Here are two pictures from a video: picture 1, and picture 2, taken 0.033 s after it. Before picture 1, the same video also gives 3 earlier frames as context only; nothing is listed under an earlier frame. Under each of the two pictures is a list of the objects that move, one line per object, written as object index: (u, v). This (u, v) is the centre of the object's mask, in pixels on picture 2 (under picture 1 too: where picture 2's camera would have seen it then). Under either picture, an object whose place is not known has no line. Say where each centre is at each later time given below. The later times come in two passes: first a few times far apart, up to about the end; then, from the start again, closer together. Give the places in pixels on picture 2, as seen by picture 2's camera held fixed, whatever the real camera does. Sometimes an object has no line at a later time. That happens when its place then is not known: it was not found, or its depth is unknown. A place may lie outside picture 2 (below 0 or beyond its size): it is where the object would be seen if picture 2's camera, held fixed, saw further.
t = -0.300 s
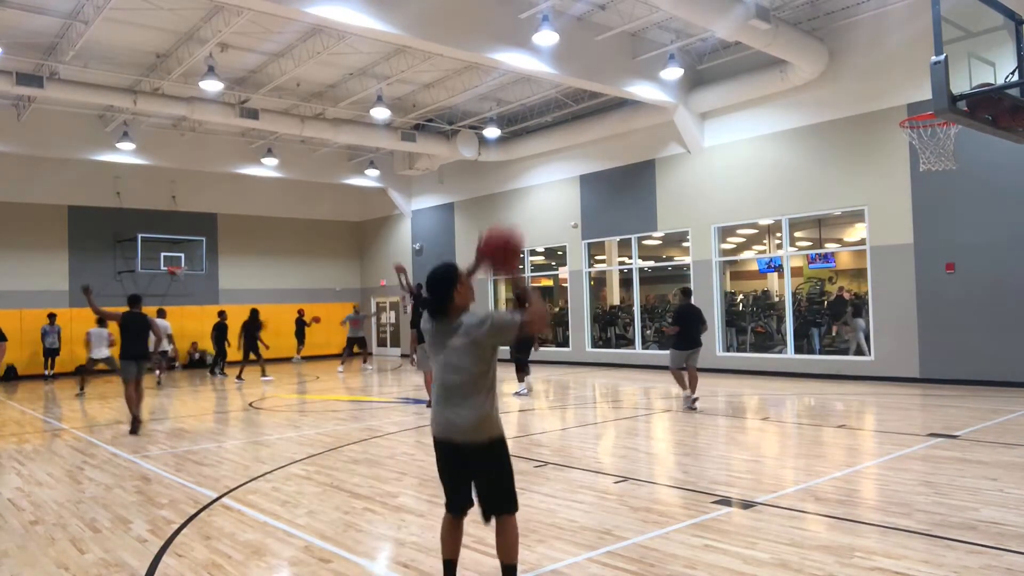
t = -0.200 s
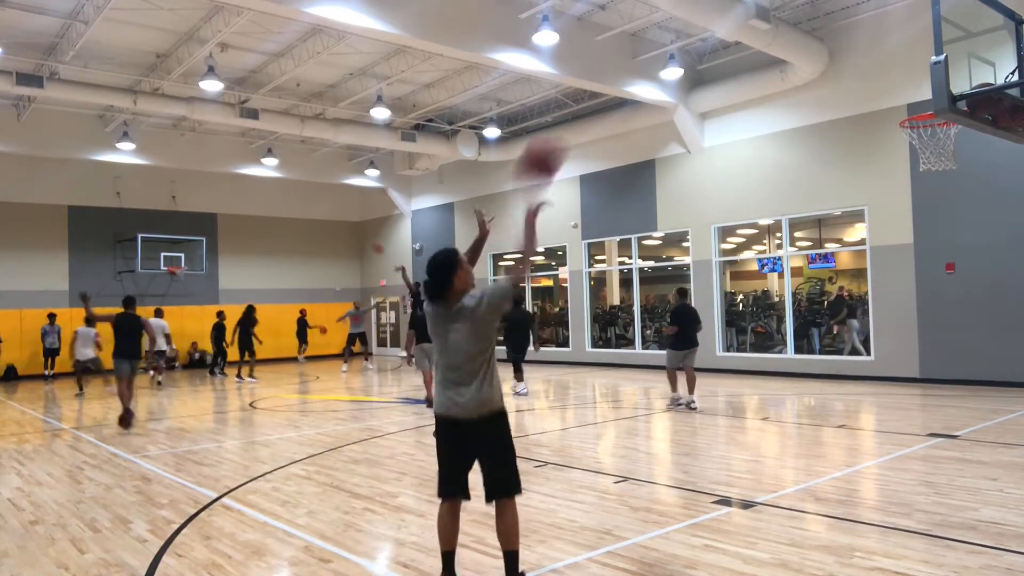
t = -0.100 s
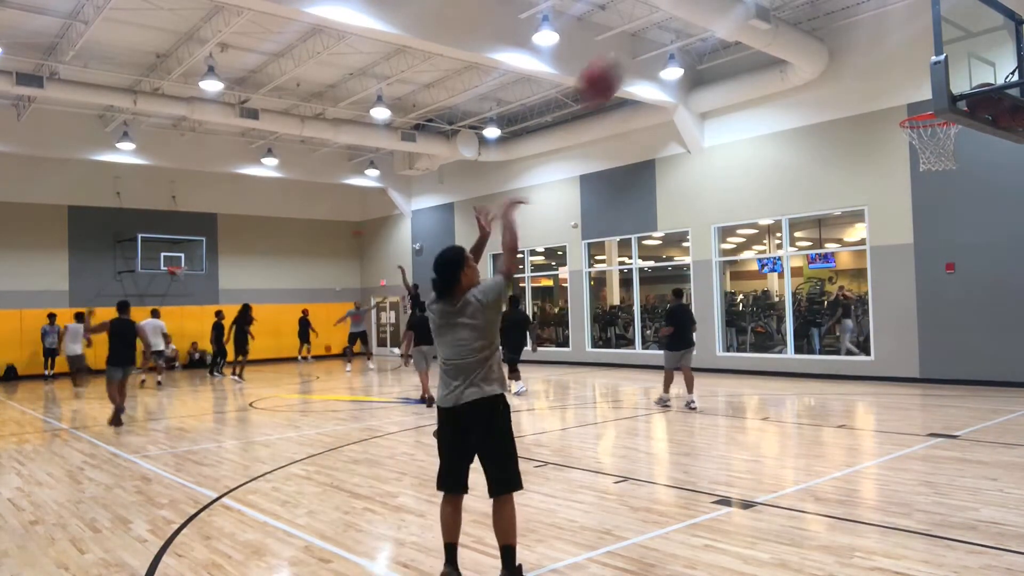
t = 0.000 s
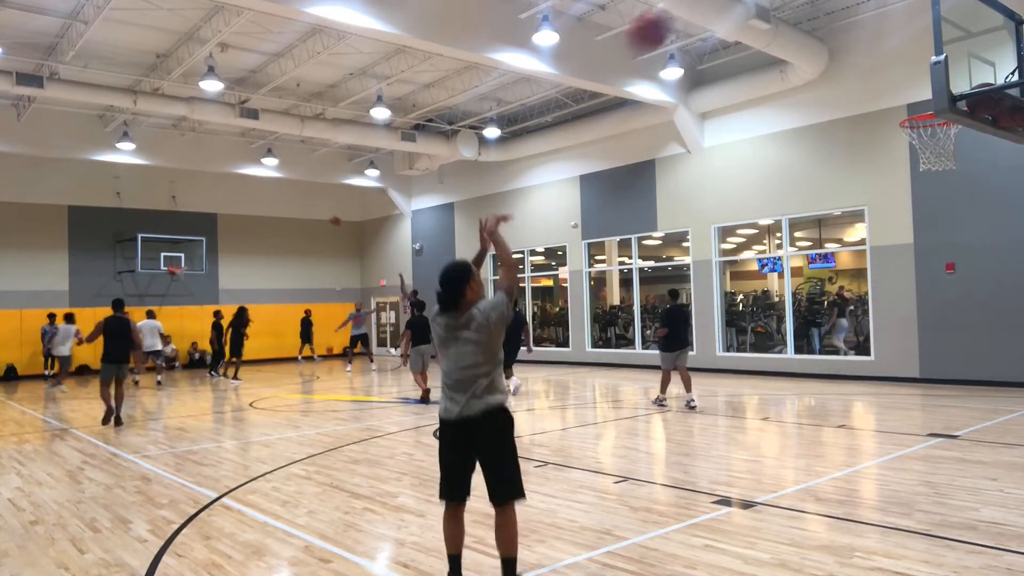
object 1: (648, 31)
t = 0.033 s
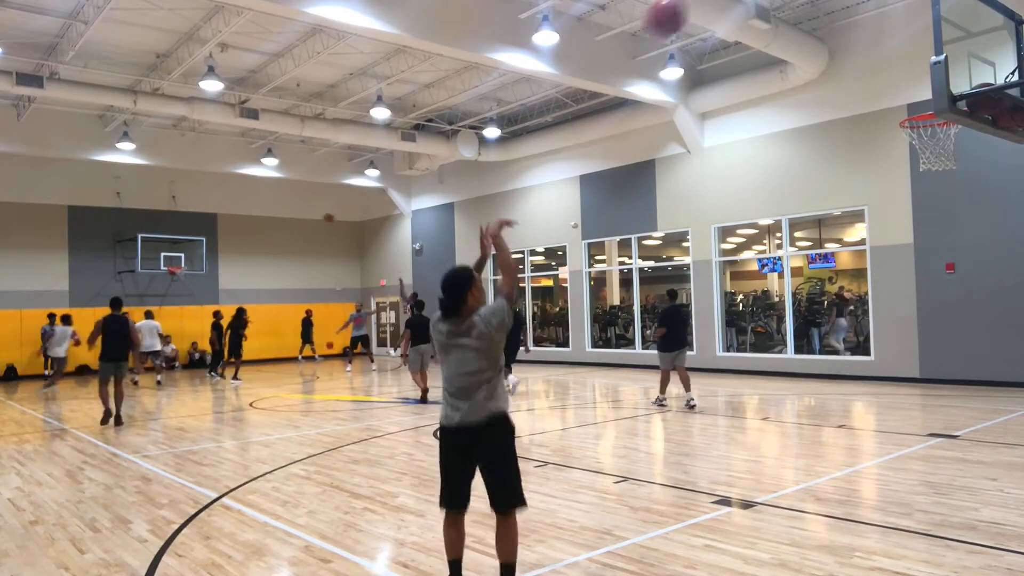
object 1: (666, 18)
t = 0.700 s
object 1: (892, 102)
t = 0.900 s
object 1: (914, 108)
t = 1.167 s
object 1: (939, 174)
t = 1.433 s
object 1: (965, 281)
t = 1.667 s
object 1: (985, 425)
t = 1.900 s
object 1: (993, 329)
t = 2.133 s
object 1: (1001, 278)
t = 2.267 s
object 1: (1007, 272)
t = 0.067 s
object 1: (682, 11)
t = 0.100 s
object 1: (695, 7)
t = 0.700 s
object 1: (892, 102)
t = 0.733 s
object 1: (900, 113)
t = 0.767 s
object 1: (902, 110)
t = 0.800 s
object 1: (905, 108)
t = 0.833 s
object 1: (908, 107)
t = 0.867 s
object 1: (911, 107)
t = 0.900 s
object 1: (914, 108)
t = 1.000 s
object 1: (923, 128)
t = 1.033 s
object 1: (926, 131)
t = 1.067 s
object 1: (929, 138)
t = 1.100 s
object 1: (934, 147)
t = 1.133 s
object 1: (937, 153)
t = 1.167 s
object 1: (939, 174)
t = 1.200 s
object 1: (942, 180)
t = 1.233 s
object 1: (945, 189)
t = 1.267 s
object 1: (948, 202)
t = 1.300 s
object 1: (951, 216)
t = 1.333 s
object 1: (954, 231)
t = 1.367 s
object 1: (957, 247)
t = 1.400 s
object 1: (961, 263)
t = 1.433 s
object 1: (965, 281)
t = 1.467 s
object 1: (967, 299)
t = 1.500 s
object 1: (970, 319)
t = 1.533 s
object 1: (973, 339)
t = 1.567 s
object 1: (976, 359)
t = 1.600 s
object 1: (978, 381)
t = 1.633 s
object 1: (982, 403)
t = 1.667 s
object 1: (985, 425)
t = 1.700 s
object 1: (986, 420)
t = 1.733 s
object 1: (987, 403)
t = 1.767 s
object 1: (988, 386)
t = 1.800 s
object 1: (989, 370)
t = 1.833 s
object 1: (990, 355)
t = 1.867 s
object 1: (991, 341)
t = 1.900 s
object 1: (993, 329)
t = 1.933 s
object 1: (994, 319)
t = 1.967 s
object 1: (995, 309)
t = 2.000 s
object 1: (996, 300)
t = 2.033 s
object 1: (998, 293)
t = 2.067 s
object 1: (999, 287)
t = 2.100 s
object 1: (1000, 282)
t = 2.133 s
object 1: (1001, 278)
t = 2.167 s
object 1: (1003, 275)
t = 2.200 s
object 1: (1004, 273)
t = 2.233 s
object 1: (1005, 272)
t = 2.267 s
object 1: (1007, 272)
